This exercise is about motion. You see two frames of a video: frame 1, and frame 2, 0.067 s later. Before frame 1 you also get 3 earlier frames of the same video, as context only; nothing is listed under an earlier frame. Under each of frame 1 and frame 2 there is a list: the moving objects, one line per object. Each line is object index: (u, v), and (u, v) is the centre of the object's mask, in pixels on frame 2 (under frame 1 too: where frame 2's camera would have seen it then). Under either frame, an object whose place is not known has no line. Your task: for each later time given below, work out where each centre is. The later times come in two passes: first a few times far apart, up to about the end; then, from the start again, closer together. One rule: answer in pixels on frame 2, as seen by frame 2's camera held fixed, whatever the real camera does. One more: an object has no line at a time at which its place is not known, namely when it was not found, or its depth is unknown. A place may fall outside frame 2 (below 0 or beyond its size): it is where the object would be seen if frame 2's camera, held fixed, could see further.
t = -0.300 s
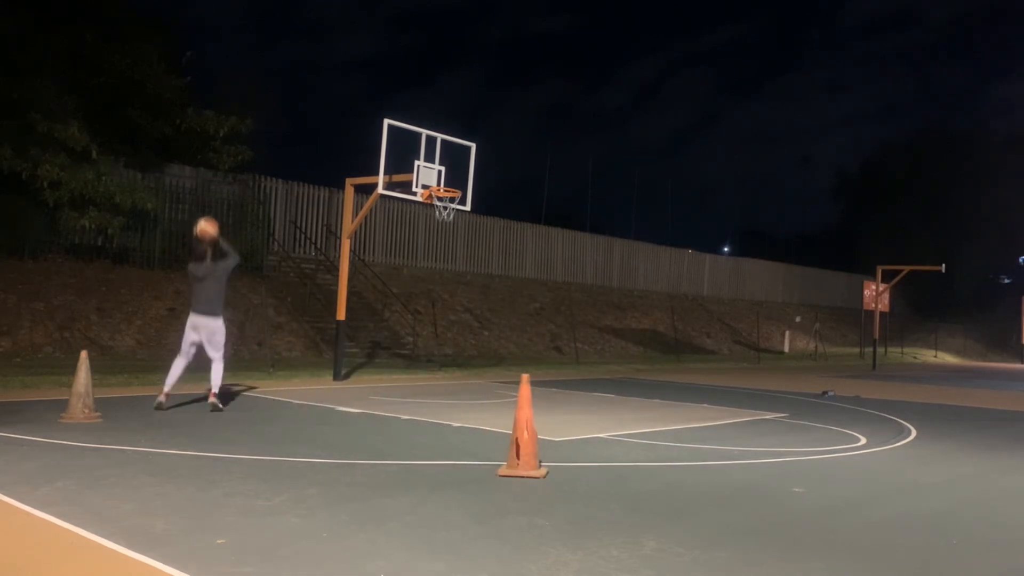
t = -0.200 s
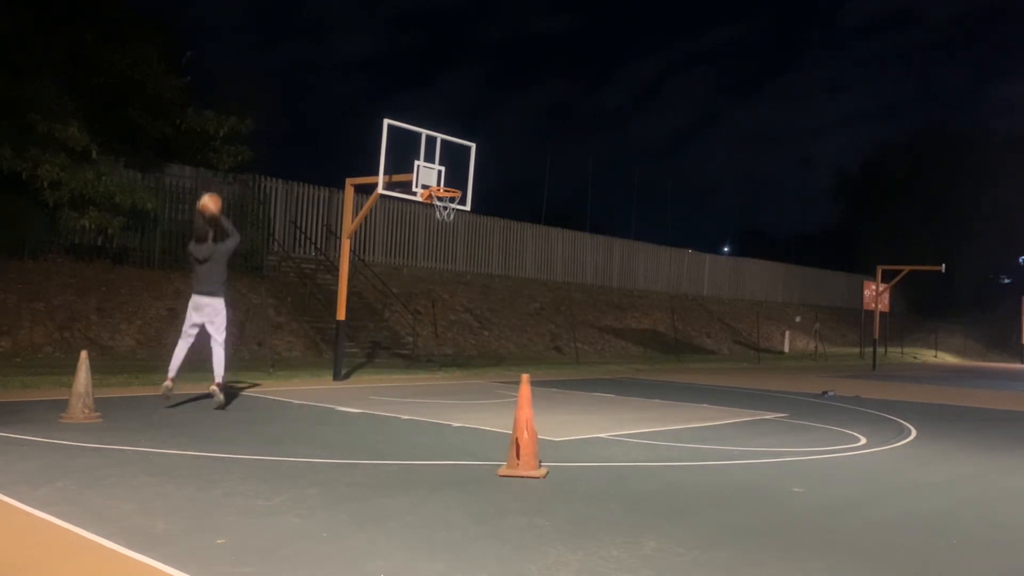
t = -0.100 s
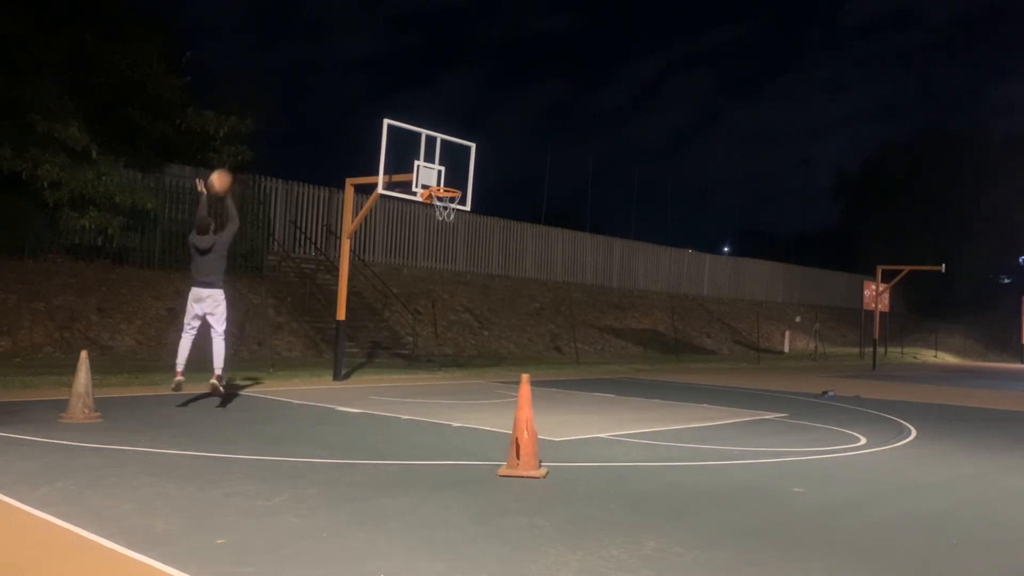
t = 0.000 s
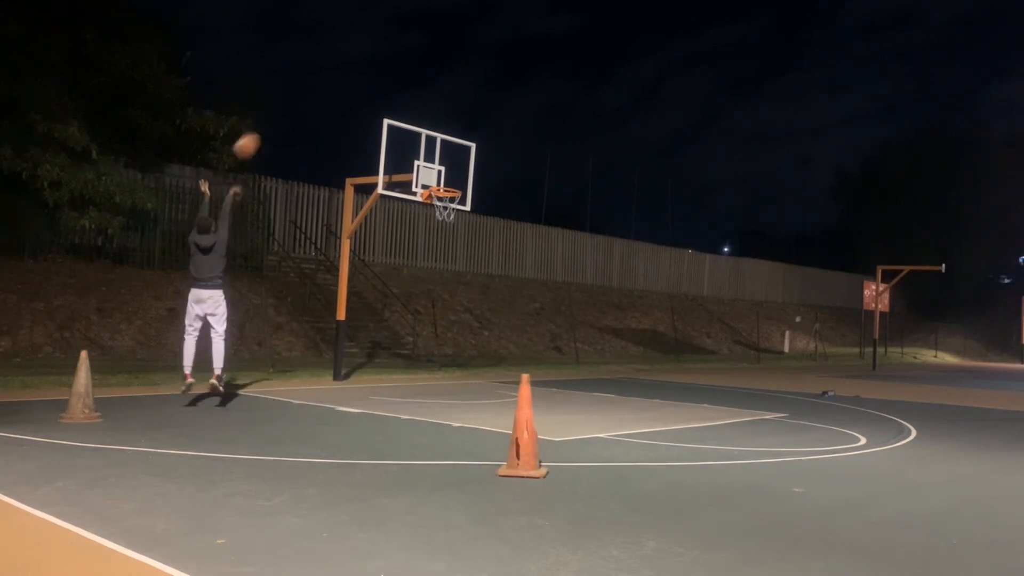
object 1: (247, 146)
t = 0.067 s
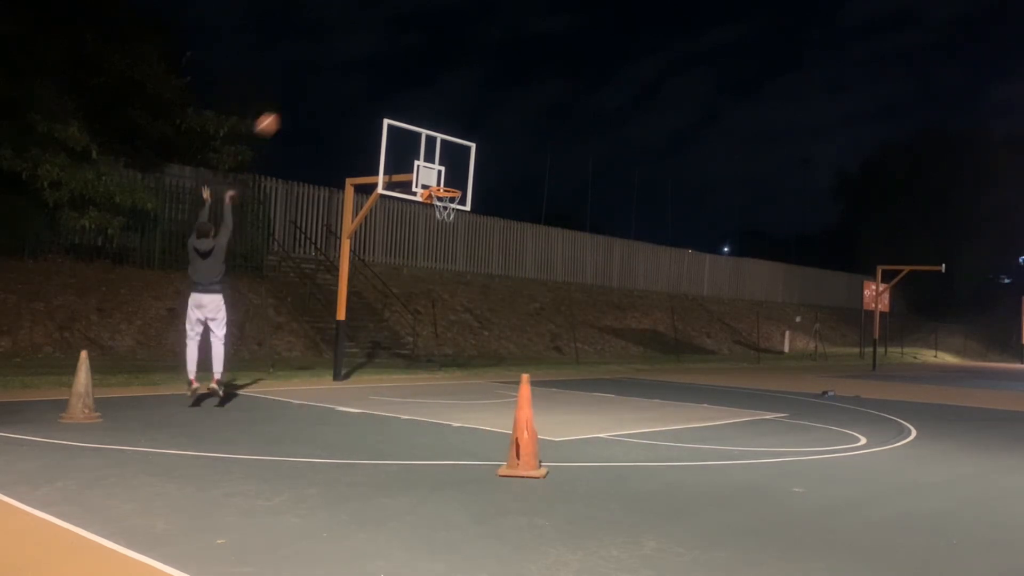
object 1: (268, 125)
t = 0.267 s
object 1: (321, 88)
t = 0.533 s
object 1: (380, 91)
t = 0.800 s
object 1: (430, 142)
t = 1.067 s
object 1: (451, 182)
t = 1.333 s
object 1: (446, 176)
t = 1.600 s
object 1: (441, 197)
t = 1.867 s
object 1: (441, 218)
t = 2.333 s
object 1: (440, 354)
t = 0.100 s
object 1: (277, 116)
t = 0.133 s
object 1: (286, 107)
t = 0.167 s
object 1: (295, 101)
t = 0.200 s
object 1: (304, 96)
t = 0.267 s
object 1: (321, 88)
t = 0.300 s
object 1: (329, 85)
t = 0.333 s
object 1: (337, 83)
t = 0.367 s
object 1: (344, 83)
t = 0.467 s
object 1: (366, 85)
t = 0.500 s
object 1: (374, 87)
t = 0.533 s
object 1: (380, 91)
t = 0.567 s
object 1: (387, 94)
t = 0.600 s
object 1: (394, 99)
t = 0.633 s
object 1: (400, 104)
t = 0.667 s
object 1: (406, 110)
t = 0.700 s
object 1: (413, 116)
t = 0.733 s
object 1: (418, 123)
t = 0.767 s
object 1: (425, 132)
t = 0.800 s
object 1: (430, 142)
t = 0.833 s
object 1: (436, 150)
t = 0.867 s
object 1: (442, 160)
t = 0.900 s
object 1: (448, 171)
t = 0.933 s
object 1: (452, 181)
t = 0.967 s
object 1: (454, 184)
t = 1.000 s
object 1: (455, 185)
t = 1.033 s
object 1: (453, 184)
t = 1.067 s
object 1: (451, 182)
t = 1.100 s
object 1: (448, 180)
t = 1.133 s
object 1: (446, 178)
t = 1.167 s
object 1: (443, 177)
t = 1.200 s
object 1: (442, 176)
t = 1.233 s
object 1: (443, 174)
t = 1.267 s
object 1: (444, 174)
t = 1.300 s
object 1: (445, 175)
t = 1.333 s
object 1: (446, 176)
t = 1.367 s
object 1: (448, 178)
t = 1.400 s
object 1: (449, 180)
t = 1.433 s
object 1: (451, 182)
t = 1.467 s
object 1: (451, 184)
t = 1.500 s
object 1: (449, 185)
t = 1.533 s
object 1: (448, 186)
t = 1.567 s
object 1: (444, 195)
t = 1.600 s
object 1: (441, 197)
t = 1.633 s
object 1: (442, 201)
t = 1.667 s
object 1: (442, 202)
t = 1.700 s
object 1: (443, 202)
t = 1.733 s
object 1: (443, 203)
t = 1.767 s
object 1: (441, 207)
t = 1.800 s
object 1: (439, 211)
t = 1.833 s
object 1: (439, 214)
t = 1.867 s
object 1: (441, 218)
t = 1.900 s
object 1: (442, 223)
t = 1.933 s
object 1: (442, 229)
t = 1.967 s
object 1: (441, 235)
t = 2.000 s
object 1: (441, 242)
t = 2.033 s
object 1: (441, 250)
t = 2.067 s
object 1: (442, 259)
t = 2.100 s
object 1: (441, 269)
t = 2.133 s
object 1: (441, 279)
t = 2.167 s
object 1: (441, 288)
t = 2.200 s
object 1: (441, 300)
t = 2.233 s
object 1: (441, 313)
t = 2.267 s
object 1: (440, 326)
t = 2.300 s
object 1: (440, 340)
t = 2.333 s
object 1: (440, 354)
